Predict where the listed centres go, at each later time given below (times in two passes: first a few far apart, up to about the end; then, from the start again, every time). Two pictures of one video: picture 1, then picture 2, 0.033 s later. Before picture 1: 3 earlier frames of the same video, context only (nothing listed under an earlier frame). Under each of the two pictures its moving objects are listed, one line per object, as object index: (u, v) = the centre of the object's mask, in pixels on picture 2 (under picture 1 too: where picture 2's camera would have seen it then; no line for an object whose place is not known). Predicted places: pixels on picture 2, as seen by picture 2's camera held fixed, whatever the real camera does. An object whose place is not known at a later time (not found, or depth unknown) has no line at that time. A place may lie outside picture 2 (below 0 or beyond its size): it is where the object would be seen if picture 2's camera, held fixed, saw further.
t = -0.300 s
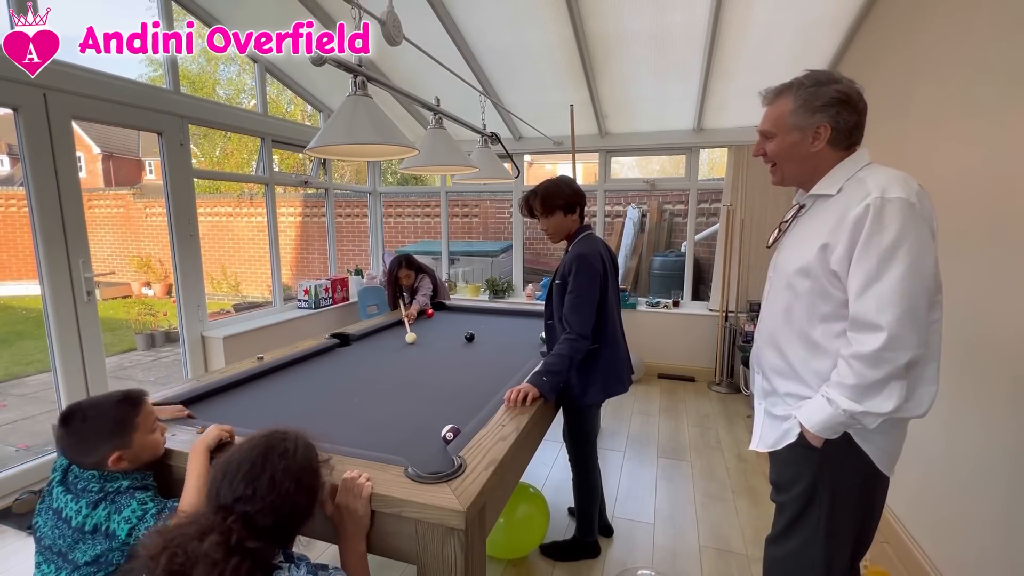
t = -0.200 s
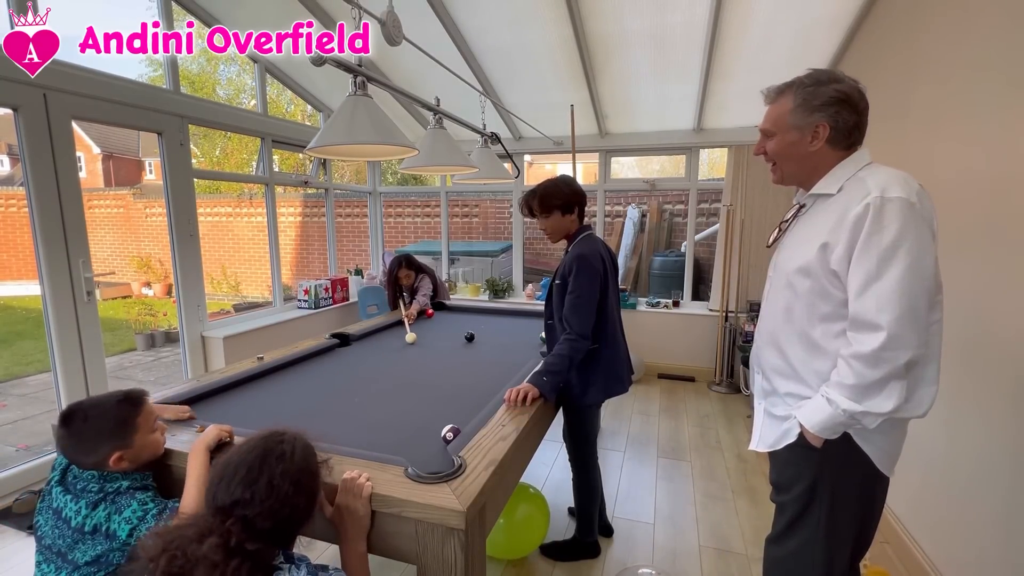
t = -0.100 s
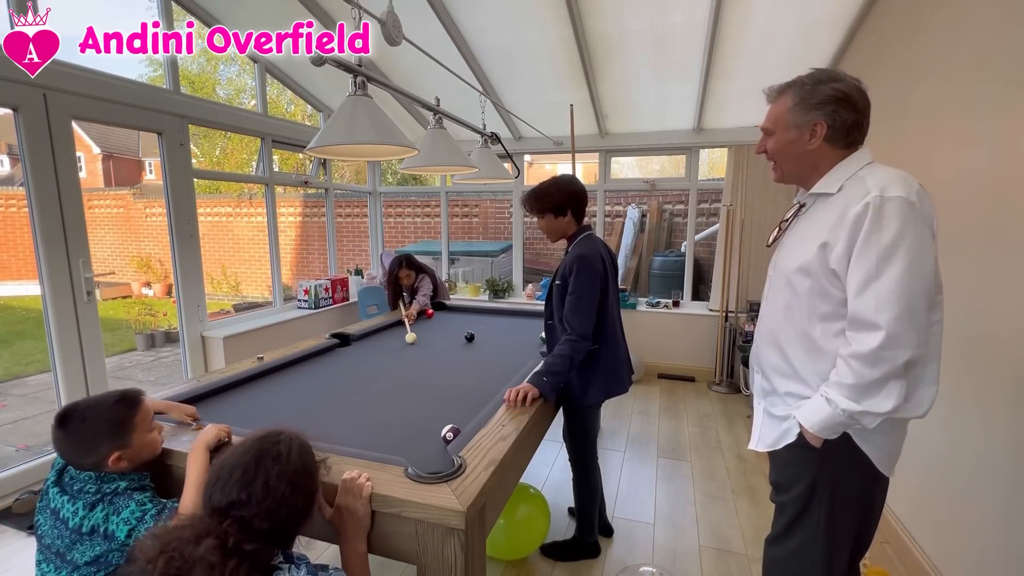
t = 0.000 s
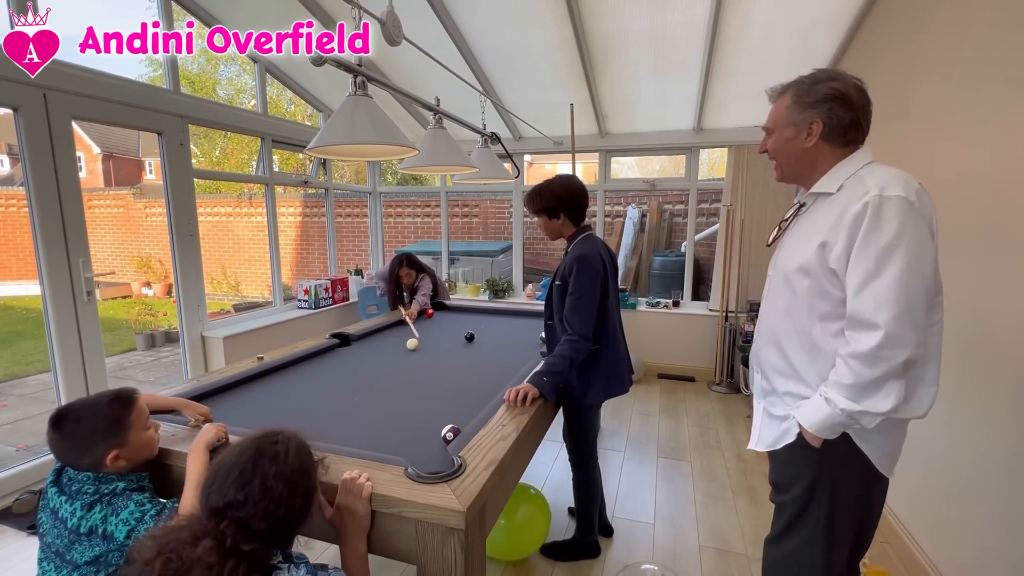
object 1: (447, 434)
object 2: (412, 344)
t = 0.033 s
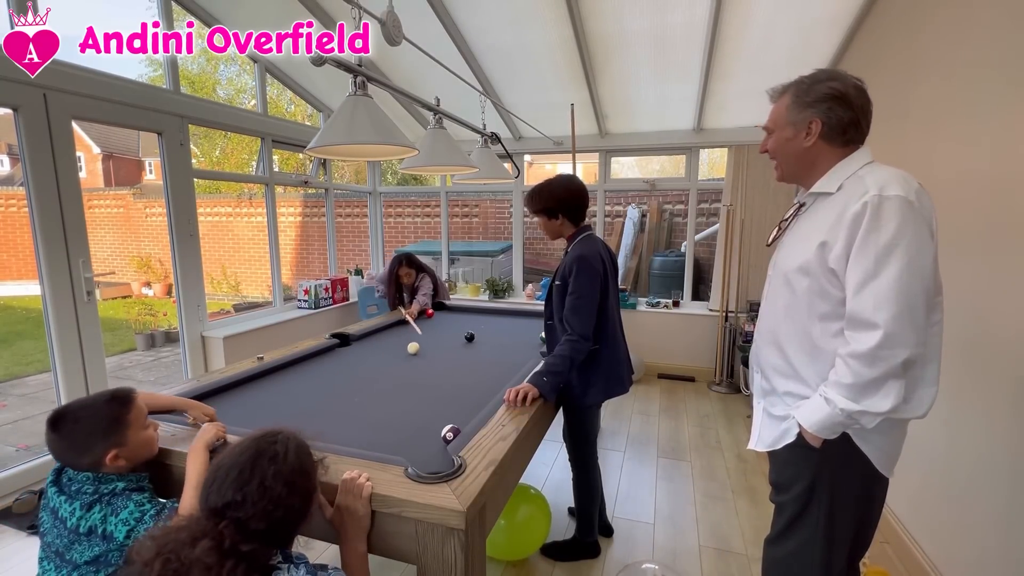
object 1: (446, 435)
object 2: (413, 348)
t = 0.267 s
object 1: (446, 435)
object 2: (421, 378)
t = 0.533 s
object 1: (446, 434)
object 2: (435, 421)
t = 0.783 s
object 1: (426, 444)
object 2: (370, 442)
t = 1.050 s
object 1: (397, 451)
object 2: (370, 432)
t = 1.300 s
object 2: (377, 421)
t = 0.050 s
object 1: (447, 434)
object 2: (413, 350)
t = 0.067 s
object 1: (446, 435)
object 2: (414, 352)
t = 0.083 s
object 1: (447, 434)
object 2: (414, 354)
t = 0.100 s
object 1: (446, 434)
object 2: (415, 356)
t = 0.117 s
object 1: (447, 434)
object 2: (415, 358)
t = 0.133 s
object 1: (446, 434)
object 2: (416, 360)
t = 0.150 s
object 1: (446, 435)
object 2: (417, 362)
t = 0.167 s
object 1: (447, 434)
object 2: (417, 365)
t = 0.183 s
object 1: (446, 435)
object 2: (418, 367)
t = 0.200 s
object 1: (447, 434)
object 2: (418, 369)
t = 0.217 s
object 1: (446, 435)
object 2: (419, 371)
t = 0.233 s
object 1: (446, 435)
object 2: (420, 373)
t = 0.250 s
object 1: (447, 434)
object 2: (420, 375)
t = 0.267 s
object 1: (446, 435)
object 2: (421, 378)
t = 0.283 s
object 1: (446, 435)
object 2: (422, 380)
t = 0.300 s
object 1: (446, 435)
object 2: (422, 382)
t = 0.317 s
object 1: (446, 435)
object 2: (423, 384)
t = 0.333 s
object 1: (446, 435)
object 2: (424, 387)
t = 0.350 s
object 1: (446, 435)
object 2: (424, 390)
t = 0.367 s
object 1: (446, 435)
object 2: (425, 392)
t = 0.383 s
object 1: (447, 434)
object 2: (426, 395)
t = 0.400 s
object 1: (446, 434)
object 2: (427, 397)
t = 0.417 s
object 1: (446, 435)
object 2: (428, 400)
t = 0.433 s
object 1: (446, 434)
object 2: (429, 403)
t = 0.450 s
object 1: (446, 434)
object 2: (430, 405)
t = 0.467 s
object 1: (447, 434)
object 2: (431, 408)
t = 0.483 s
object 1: (446, 434)
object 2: (432, 411)
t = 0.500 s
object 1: (447, 434)
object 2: (433, 415)
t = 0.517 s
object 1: (446, 434)
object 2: (434, 418)
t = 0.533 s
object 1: (446, 434)
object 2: (435, 421)
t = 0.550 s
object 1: (447, 434)
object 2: (436, 424)
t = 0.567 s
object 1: (447, 435)
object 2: (436, 428)
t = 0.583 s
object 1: (446, 435)
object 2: (433, 430)
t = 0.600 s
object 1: (445, 437)
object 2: (428, 431)
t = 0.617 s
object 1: (445, 436)
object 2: (422, 432)
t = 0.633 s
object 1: (443, 437)
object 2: (417, 433)
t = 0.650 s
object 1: (442, 438)
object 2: (411, 434)
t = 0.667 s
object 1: (440, 439)
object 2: (405, 435)
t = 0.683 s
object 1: (438, 440)
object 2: (400, 436)
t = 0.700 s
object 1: (436, 440)
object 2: (395, 437)
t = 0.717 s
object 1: (434, 441)
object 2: (390, 438)
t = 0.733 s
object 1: (432, 441)
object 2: (384, 440)
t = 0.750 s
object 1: (430, 442)
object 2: (379, 441)
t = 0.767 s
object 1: (428, 443)
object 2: (375, 442)
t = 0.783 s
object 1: (426, 444)
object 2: (370, 442)
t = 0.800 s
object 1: (425, 445)
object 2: (364, 443)
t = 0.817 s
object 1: (423, 445)
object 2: (360, 444)
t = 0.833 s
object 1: (421, 446)
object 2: (360, 443)
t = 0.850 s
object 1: (419, 446)
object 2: (362, 442)
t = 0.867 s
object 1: (417, 447)
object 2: (363, 441)
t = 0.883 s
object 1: (415, 448)
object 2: (364, 440)
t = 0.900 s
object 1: (413, 448)
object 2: (364, 440)
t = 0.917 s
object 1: (411, 449)
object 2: (365, 439)
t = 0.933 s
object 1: (409, 450)
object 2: (366, 438)
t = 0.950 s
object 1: (408, 450)
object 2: (366, 437)
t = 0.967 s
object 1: (406, 450)
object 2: (367, 436)
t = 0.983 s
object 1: (404, 450)
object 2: (368, 436)
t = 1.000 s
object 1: (402, 450)
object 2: (368, 435)
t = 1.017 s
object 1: (400, 450)
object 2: (369, 434)
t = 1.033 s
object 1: (399, 451)
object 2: (369, 433)
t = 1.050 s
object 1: (397, 451)
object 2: (370, 432)
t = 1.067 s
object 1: (396, 450)
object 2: (370, 432)
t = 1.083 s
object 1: (395, 449)
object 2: (371, 431)
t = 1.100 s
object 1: (395, 449)
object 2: (371, 430)
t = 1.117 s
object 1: (394, 449)
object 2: (372, 429)
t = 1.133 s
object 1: (394, 448)
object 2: (372, 428)
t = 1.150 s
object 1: (393, 448)
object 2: (373, 428)
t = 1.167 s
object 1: (392, 447)
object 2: (373, 427)
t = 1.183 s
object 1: (391, 447)
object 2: (374, 426)
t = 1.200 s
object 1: (390, 447)
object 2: (374, 425)
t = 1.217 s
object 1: (390, 446)
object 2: (375, 425)
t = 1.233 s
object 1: (389, 446)
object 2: (375, 424)
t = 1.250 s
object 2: (376, 423)
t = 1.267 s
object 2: (376, 422)
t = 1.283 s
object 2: (376, 422)
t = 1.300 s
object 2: (377, 421)
